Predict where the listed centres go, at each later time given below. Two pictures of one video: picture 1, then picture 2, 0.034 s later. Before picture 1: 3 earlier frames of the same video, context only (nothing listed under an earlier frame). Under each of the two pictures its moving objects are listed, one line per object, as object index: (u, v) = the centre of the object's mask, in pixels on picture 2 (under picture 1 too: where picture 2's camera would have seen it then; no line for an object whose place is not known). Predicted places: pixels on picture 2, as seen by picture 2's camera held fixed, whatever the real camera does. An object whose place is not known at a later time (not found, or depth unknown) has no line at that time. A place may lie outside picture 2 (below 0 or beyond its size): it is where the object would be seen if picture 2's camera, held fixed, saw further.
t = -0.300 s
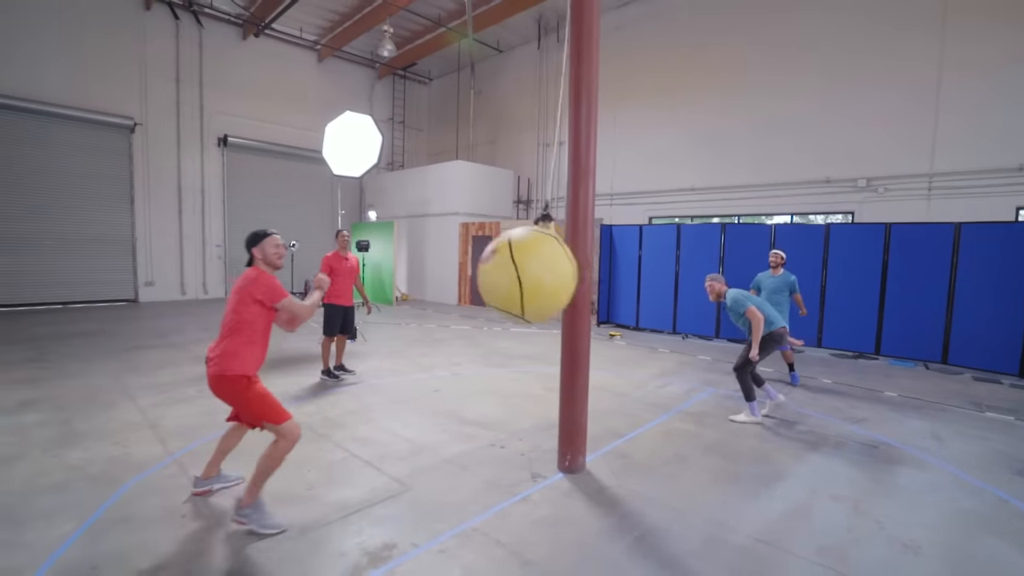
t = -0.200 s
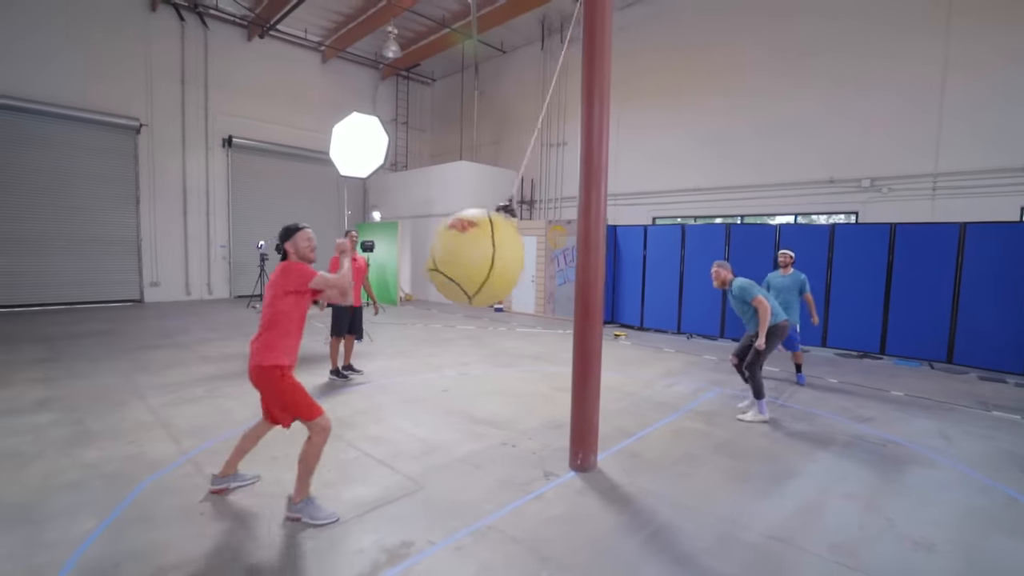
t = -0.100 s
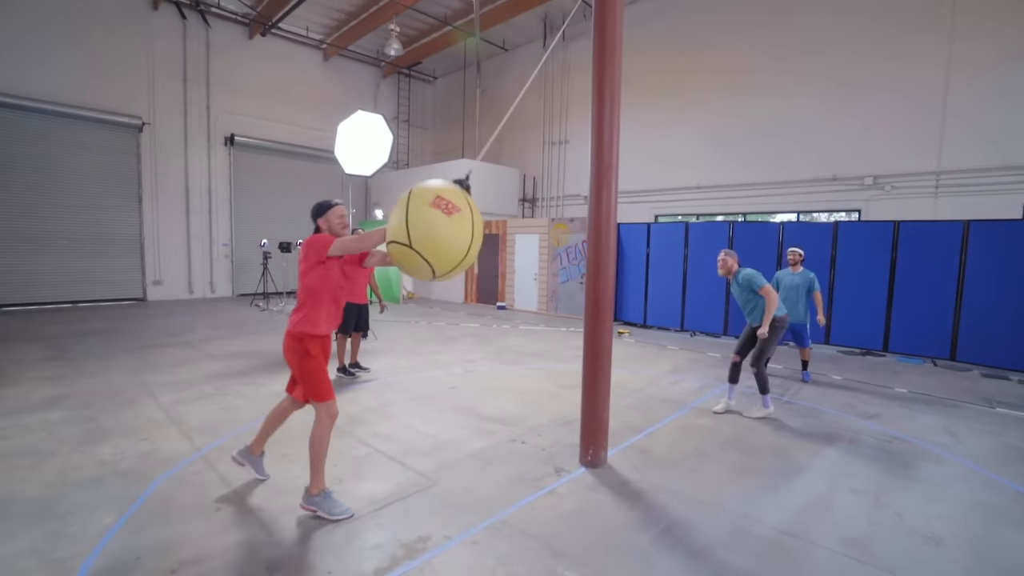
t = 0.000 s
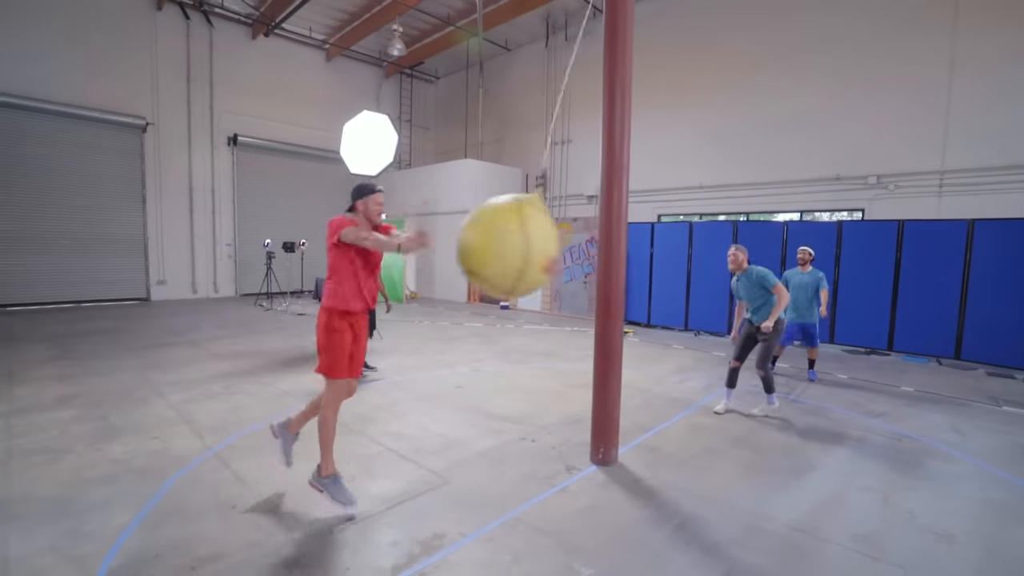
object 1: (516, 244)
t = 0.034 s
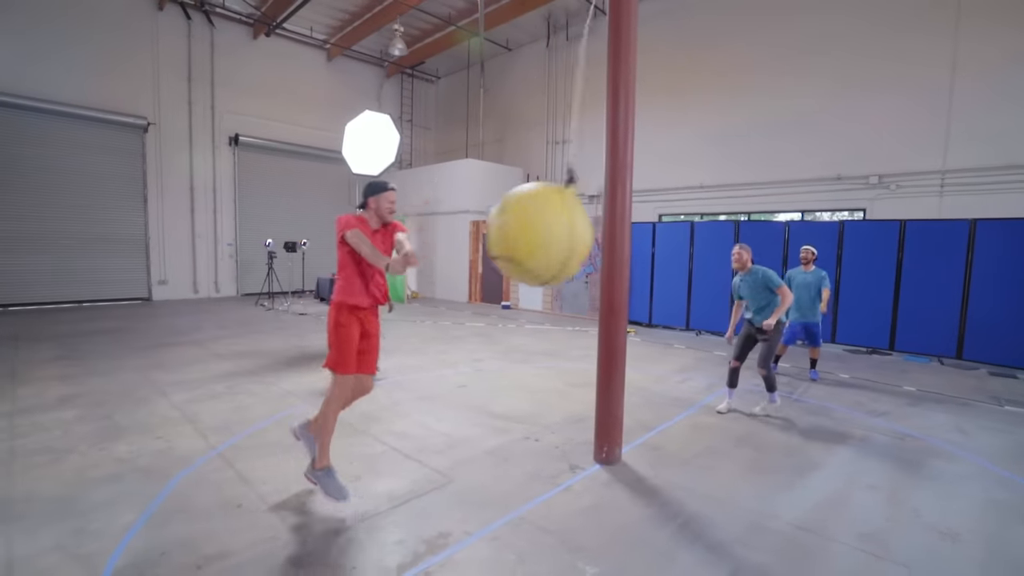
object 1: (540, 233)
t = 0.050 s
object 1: (553, 228)
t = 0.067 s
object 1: (567, 222)
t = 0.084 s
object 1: (579, 218)
